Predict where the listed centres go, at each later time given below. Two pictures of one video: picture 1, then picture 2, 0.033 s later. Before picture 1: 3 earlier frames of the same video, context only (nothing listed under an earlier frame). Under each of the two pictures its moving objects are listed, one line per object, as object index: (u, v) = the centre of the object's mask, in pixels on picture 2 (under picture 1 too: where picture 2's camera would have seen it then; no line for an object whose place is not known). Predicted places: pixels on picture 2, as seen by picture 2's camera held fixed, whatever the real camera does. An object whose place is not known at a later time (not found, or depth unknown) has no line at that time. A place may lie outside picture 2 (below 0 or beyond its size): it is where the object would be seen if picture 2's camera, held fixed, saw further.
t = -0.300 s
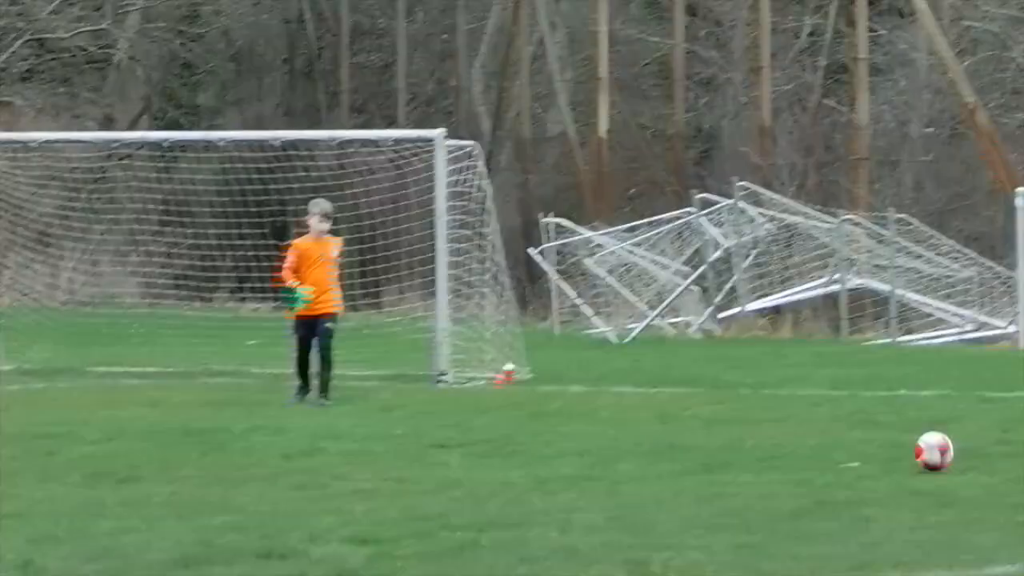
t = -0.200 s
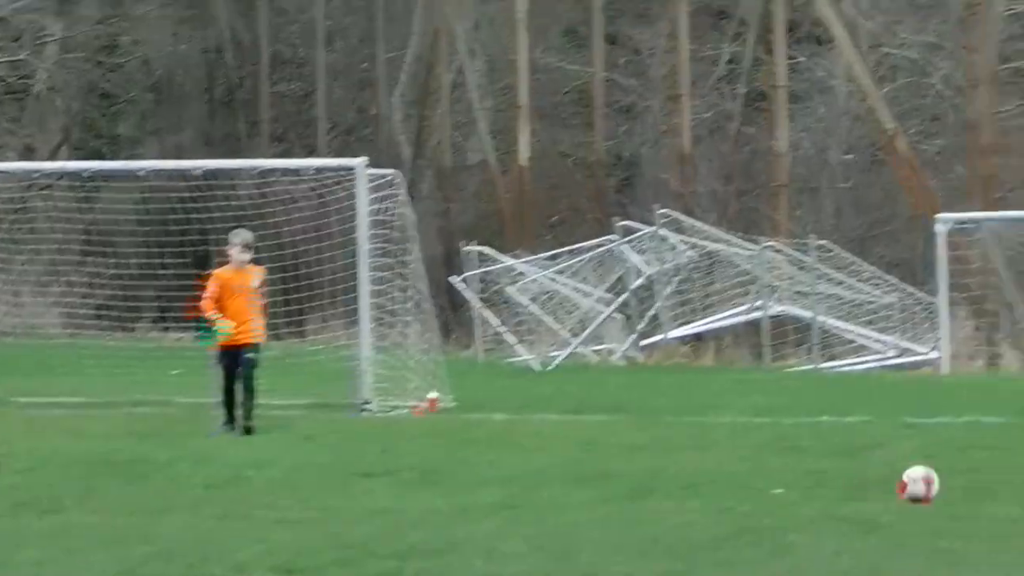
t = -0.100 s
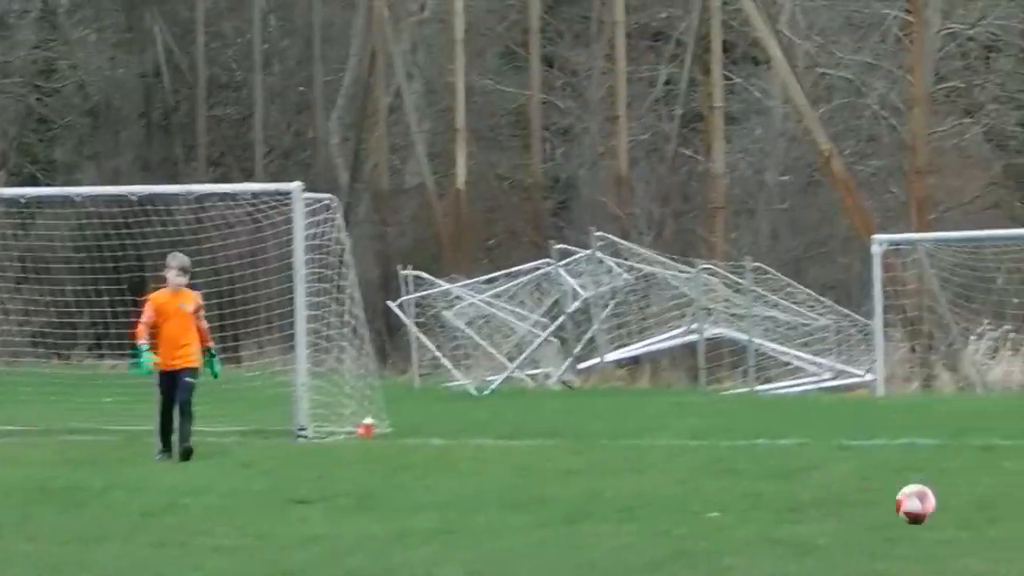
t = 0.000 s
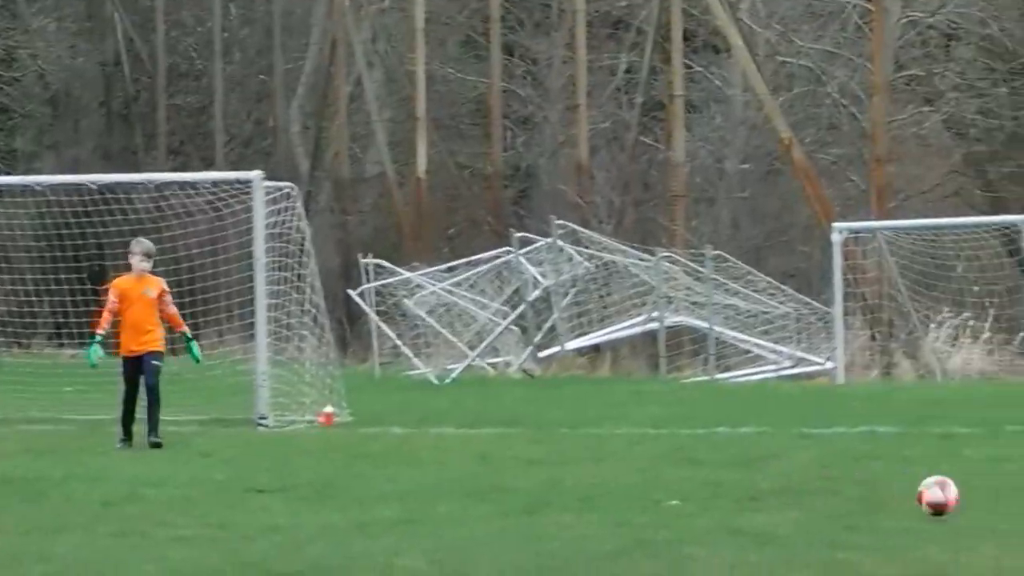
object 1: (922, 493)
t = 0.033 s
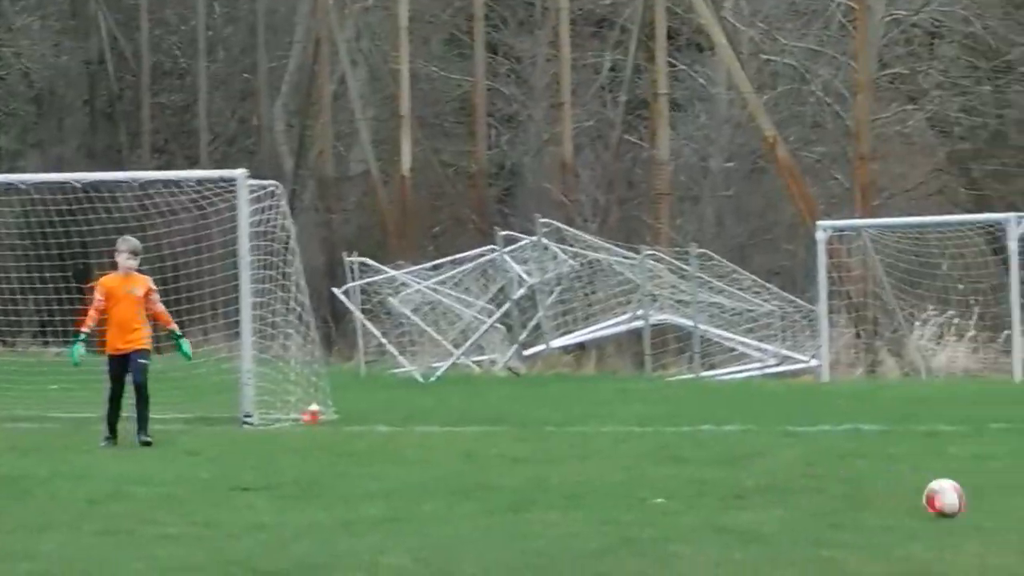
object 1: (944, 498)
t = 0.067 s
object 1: (967, 503)
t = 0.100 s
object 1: (990, 501)
